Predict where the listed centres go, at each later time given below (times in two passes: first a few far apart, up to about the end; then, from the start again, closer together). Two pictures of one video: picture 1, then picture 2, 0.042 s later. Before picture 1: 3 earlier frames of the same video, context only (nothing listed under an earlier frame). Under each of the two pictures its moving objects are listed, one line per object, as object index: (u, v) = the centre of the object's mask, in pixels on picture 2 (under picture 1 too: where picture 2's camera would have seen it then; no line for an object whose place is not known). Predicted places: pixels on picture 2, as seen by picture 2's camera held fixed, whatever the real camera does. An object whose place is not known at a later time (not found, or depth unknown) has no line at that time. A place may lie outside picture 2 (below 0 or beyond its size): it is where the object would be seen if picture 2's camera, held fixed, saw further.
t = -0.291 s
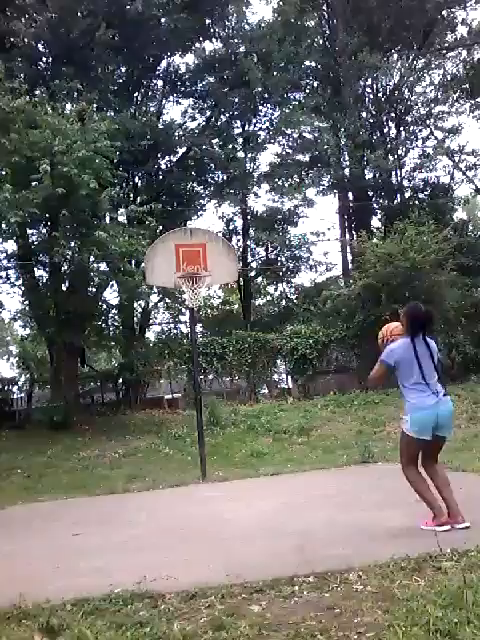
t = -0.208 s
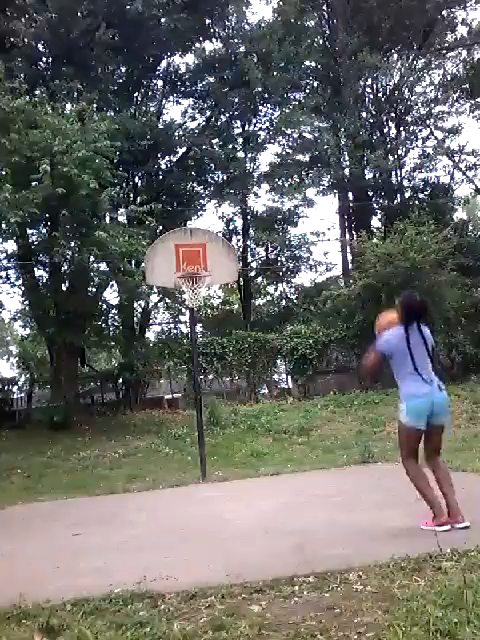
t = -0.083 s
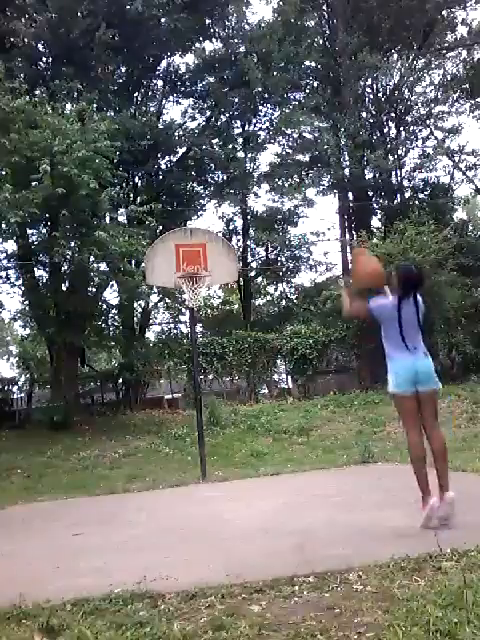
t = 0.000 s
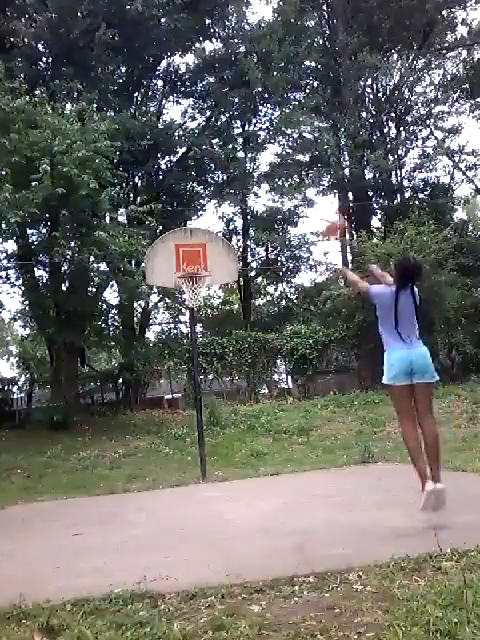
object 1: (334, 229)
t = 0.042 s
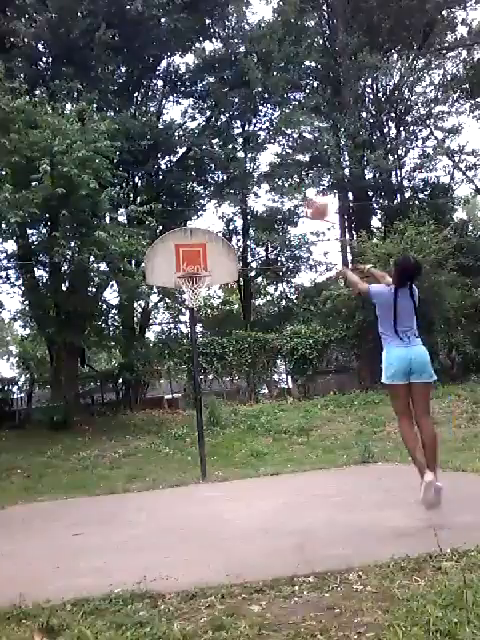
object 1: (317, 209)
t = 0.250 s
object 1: (267, 169)
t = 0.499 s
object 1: (229, 172)
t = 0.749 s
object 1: (204, 217)
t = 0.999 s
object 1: (191, 269)
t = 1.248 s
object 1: (196, 326)
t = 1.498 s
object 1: (201, 410)
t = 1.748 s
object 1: (205, 442)
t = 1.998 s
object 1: (201, 386)
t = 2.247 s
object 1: (204, 376)
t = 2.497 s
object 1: (209, 412)
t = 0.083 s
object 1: (306, 195)
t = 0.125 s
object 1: (295, 186)
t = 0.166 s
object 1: (284, 179)
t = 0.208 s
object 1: (277, 171)
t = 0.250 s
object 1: (267, 169)
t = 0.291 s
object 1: (257, 166)
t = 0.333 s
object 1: (249, 164)
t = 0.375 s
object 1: (245, 163)
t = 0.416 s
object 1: (239, 165)
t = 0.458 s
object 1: (234, 168)
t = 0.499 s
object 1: (229, 172)
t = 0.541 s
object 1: (224, 178)
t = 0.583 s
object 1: (219, 184)
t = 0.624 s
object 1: (215, 190)
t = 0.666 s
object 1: (213, 199)
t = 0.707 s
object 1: (208, 207)
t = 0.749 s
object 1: (204, 217)
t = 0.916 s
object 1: (196, 260)
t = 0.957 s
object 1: (194, 266)
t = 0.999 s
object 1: (191, 269)
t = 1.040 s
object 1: (191, 268)
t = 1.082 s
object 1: (193, 295)
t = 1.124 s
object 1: (194, 302)
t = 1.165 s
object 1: (194, 309)
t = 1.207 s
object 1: (195, 315)
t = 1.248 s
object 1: (196, 326)
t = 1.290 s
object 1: (197, 336)
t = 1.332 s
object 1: (197, 349)
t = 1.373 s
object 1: (197, 361)
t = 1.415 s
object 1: (199, 377)
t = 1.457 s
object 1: (200, 394)
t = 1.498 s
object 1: (201, 410)
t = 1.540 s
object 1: (201, 429)
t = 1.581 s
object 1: (204, 449)
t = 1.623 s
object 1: (207, 472)
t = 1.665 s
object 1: (207, 471)
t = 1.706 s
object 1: (206, 455)
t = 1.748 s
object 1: (205, 442)
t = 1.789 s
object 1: (204, 428)
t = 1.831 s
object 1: (203, 418)
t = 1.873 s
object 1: (203, 407)
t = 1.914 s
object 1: (202, 400)
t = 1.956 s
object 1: (202, 392)
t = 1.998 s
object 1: (201, 386)
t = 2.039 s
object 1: (201, 381)
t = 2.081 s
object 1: (202, 378)
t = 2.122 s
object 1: (203, 376)
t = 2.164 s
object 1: (203, 376)
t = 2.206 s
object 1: (204, 376)
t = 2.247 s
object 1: (204, 376)
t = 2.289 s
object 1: (204, 379)
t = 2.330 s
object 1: (205, 383)
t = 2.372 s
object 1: (205, 387)
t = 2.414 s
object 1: (206, 393)
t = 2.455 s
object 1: (208, 402)
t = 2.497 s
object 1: (209, 412)
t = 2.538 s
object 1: (211, 422)
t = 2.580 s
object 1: (213, 435)
